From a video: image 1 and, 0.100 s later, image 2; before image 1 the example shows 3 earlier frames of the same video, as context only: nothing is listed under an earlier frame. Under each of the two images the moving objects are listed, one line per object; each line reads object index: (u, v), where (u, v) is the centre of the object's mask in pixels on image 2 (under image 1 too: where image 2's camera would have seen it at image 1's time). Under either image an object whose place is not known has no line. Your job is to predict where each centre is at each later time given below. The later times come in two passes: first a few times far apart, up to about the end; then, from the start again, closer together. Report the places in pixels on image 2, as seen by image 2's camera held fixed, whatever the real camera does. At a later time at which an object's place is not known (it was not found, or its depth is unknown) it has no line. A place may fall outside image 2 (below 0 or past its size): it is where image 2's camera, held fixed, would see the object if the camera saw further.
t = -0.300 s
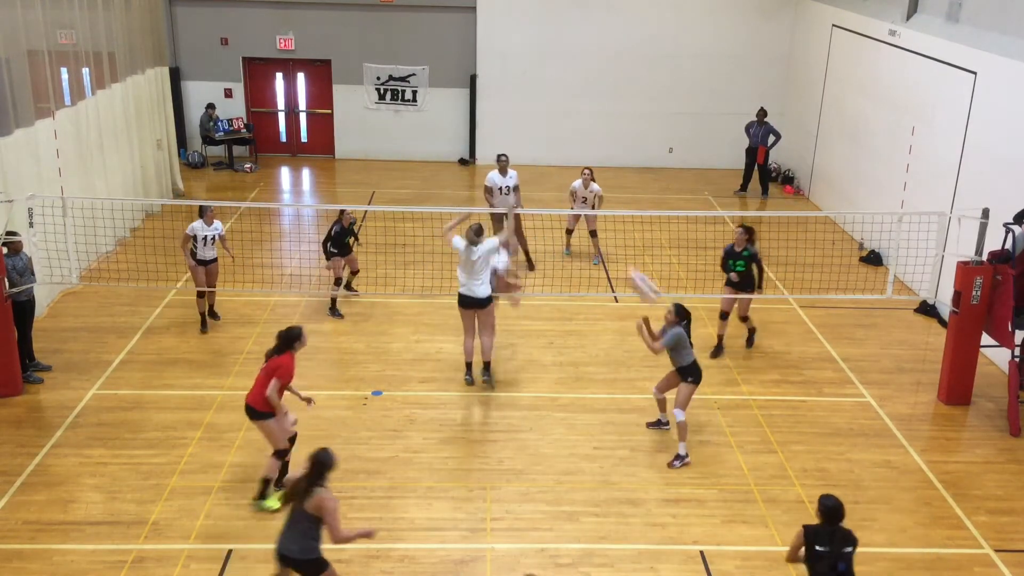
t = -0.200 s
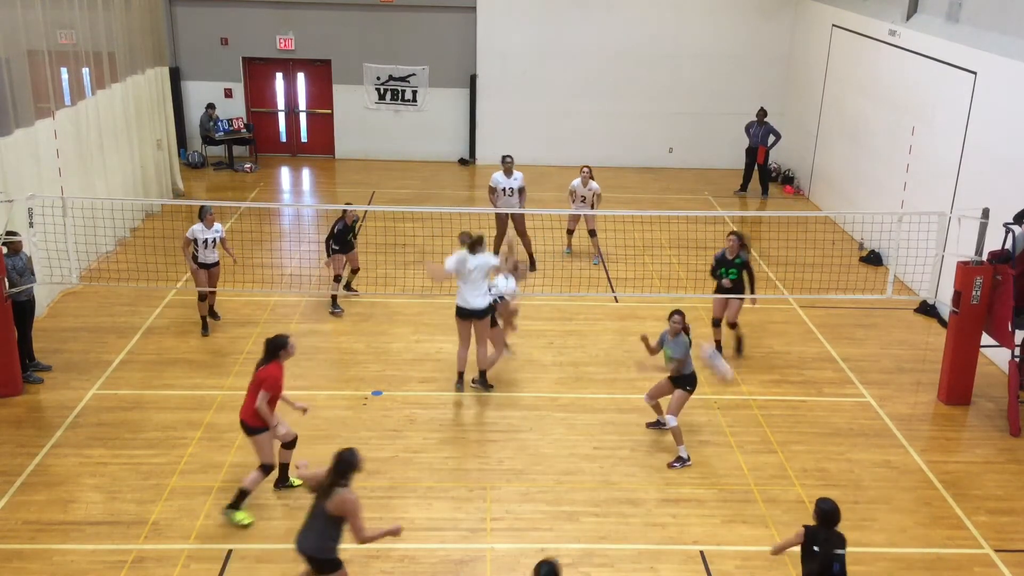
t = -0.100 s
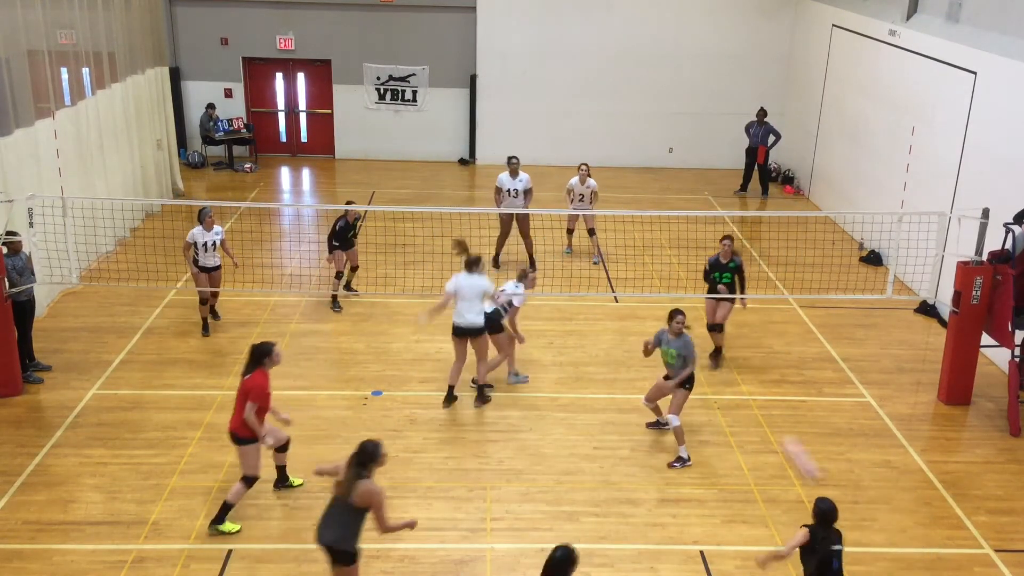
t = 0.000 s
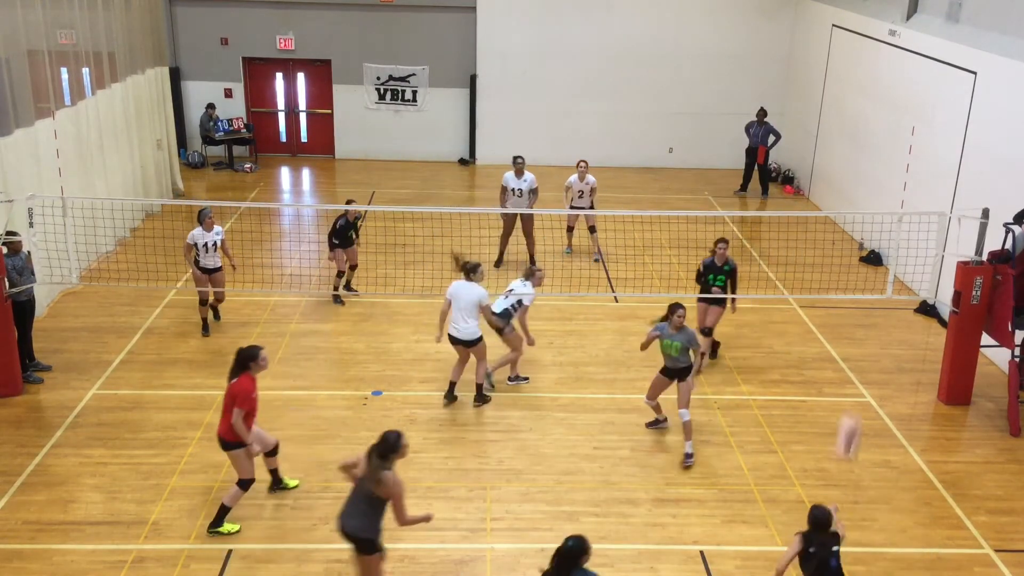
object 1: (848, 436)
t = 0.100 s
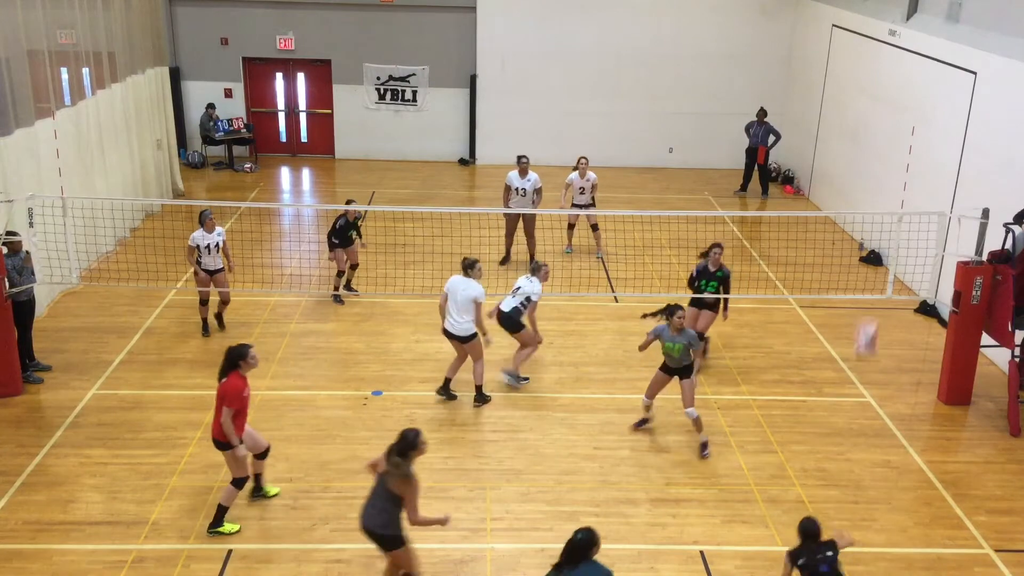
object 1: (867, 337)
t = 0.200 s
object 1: (884, 253)
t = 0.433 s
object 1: (915, 114)
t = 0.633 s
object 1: (932, 47)
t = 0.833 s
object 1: (941, 23)
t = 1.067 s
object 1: (946, 41)
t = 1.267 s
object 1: (943, 86)
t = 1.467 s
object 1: (935, 151)
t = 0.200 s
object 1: (884, 253)
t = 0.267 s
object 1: (894, 209)
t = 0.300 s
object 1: (898, 186)
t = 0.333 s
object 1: (903, 167)
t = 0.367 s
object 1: (907, 147)
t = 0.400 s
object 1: (911, 129)
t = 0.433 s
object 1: (915, 114)
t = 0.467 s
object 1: (918, 99)
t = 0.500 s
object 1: (922, 86)
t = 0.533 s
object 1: (924, 74)
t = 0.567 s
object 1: (927, 64)
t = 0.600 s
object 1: (930, 54)
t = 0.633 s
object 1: (932, 47)
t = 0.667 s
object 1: (934, 39)
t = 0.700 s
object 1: (936, 34)
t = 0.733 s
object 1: (938, 30)
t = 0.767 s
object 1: (939, 26)
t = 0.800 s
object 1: (941, 24)
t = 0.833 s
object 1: (941, 23)
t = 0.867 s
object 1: (943, 23)
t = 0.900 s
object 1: (944, 23)
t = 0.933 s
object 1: (945, 24)
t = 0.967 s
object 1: (946, 27)
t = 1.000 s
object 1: (946, 31)
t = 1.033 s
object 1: (946, 35)
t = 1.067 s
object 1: (946, 41)
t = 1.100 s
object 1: (946, 47)
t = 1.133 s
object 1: (946, 53)
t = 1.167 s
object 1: (946, 60)
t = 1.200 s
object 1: (944, 67)
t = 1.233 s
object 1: (944, 77)
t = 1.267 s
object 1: (943, 86)
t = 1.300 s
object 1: (942, 95)
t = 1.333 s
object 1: (941, 106)
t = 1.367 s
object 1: (940, 116)
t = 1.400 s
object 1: (938, 127)
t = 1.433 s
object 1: (937, 138)
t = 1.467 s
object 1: (935, 151)
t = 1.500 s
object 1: (933, 162)
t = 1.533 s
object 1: (932, 176)
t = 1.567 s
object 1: (929, 189)
